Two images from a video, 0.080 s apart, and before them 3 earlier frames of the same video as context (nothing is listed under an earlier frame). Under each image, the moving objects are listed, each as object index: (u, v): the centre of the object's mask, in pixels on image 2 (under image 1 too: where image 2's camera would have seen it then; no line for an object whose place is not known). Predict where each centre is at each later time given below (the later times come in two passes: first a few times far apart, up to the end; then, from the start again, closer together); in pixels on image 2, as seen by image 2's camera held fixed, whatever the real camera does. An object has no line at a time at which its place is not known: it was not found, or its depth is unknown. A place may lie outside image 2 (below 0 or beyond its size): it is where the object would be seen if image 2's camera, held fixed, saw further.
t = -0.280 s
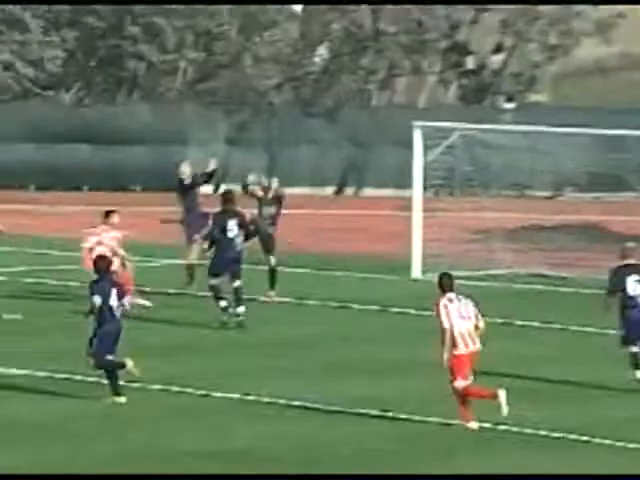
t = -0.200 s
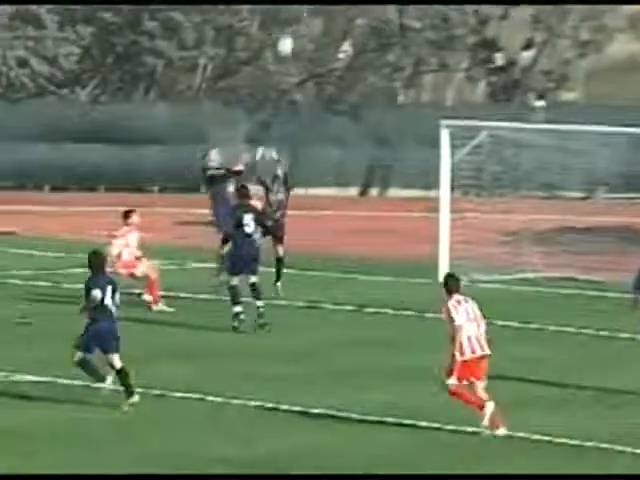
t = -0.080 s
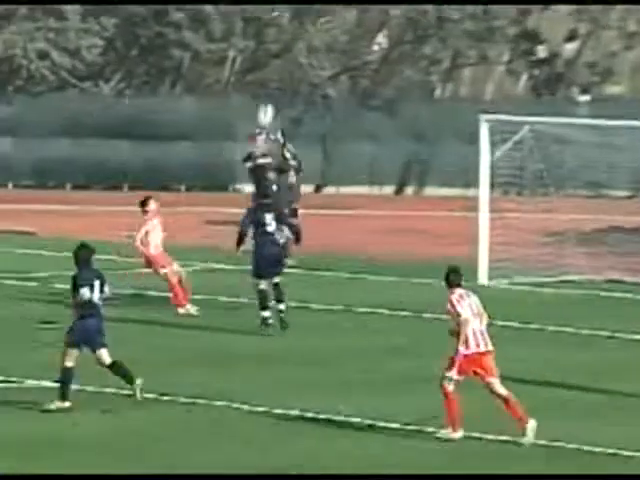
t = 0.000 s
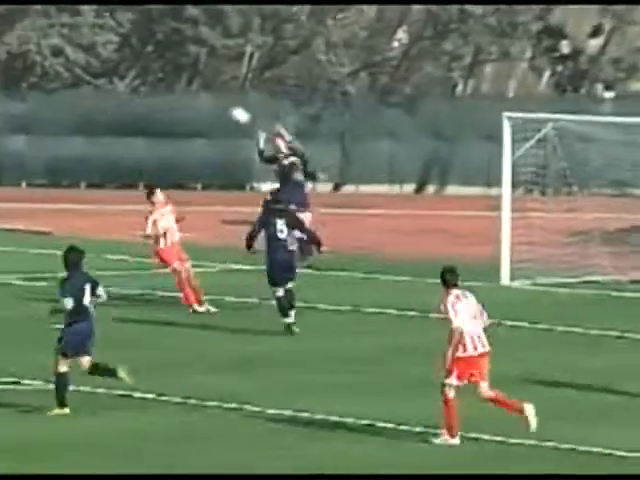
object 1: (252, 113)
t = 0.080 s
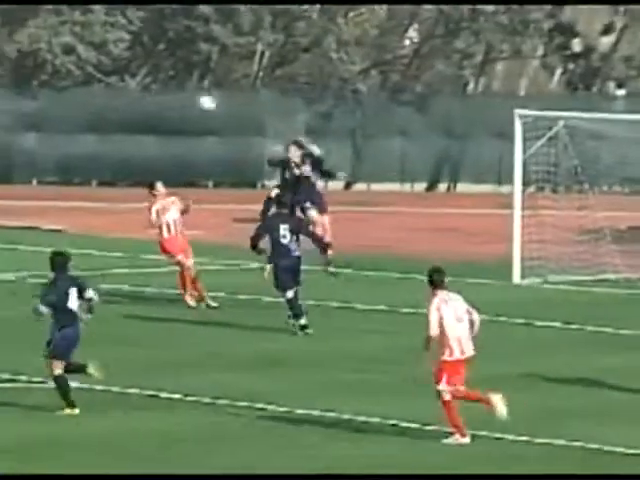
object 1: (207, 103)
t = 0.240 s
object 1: (118, 97)
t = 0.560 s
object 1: (-54, 151)
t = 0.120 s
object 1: (184, 99)
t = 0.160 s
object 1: (161, 97)
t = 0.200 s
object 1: (140, 96)
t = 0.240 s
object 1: (118, 97)
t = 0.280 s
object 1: (95, 99)
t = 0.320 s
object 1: (74, 103)
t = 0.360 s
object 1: (52, 107)
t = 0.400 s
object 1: (30, 113)
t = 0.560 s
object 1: (-54, 151)
